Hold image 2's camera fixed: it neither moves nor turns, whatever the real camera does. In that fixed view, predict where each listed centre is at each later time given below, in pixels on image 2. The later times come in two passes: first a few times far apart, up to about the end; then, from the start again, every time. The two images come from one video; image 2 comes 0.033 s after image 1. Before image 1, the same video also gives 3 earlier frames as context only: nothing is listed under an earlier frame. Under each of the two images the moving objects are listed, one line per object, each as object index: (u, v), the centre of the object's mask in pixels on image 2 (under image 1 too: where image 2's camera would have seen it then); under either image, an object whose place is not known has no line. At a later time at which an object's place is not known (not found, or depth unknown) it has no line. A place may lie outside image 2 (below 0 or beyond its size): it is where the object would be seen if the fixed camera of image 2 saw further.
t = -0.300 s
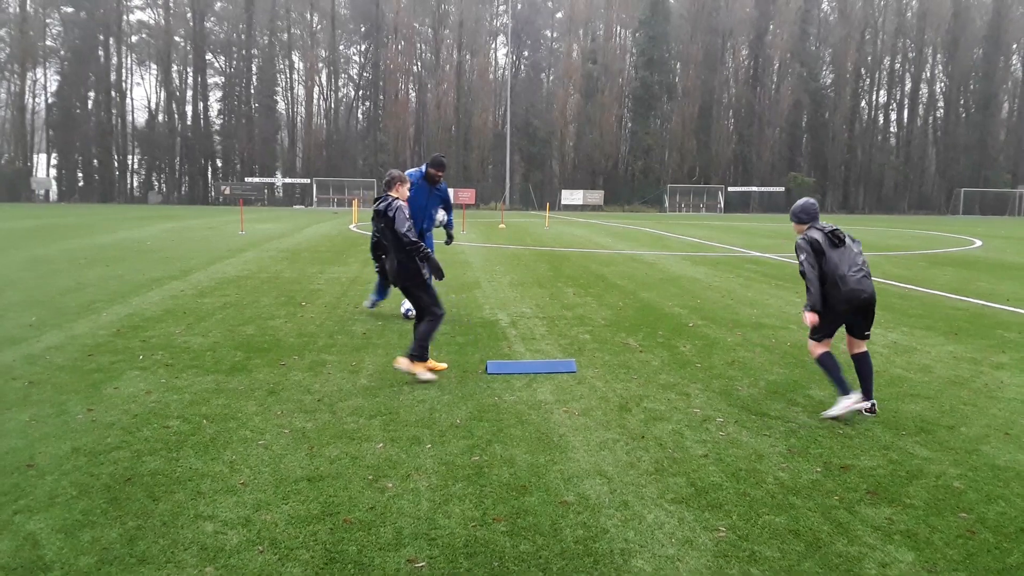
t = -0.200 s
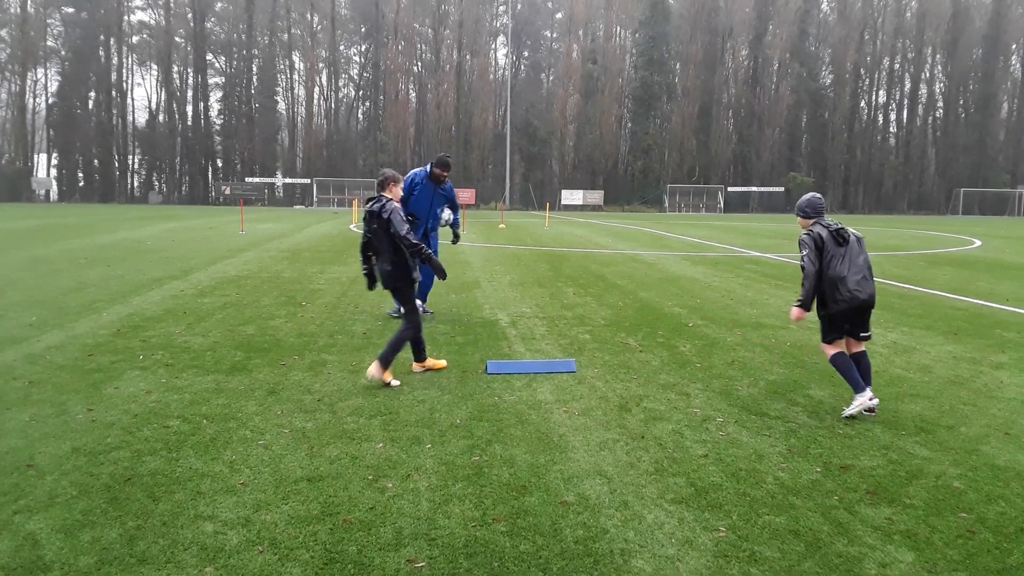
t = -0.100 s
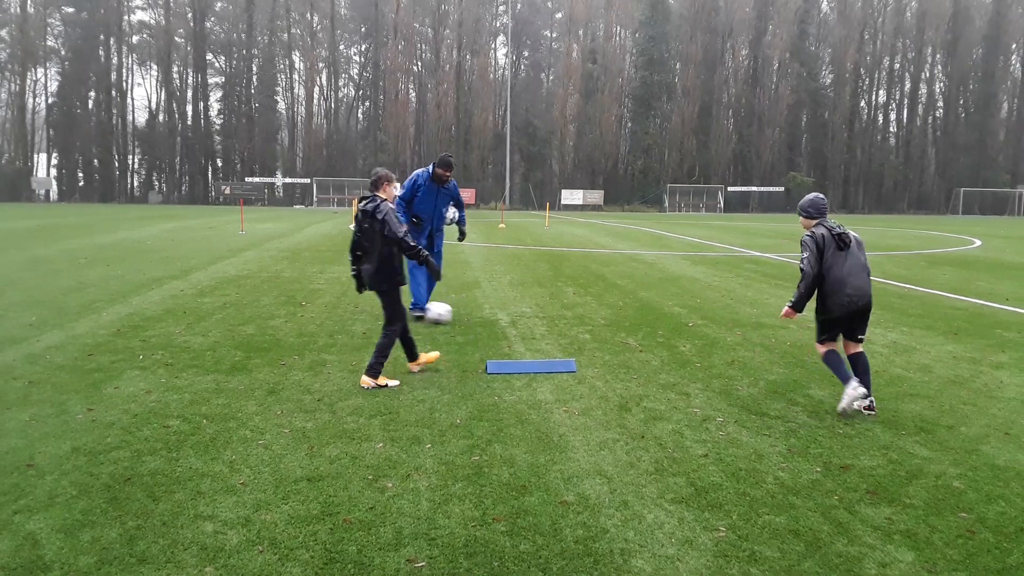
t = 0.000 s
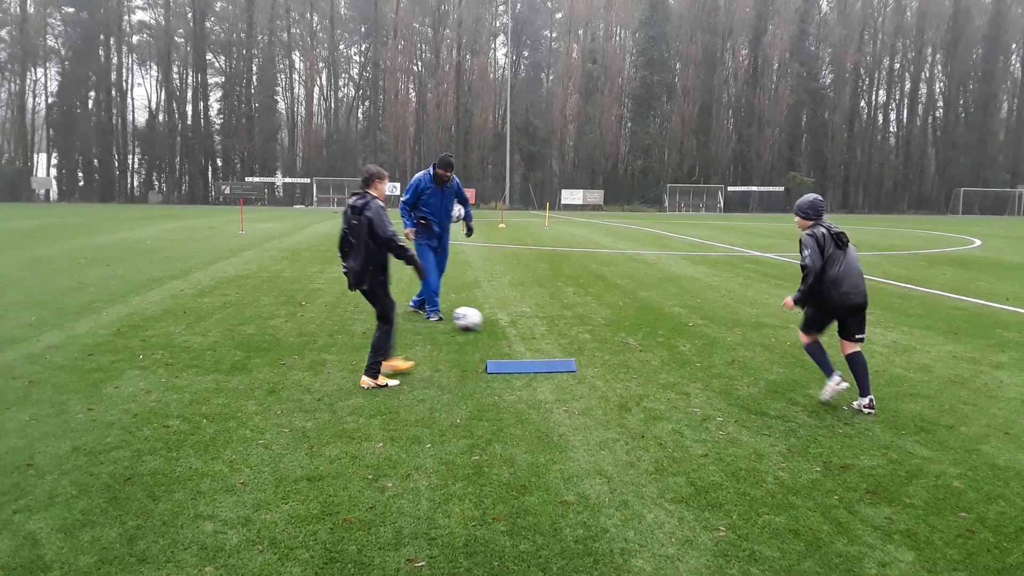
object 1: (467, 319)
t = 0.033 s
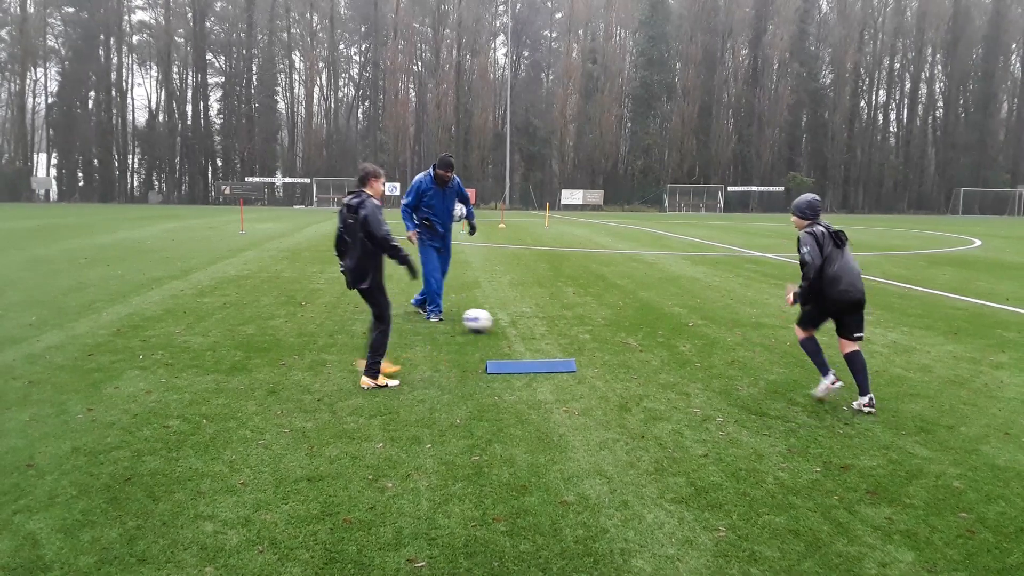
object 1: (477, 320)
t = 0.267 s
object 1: (544, 334)
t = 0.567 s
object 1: (621, 350)
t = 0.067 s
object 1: (487, 322)
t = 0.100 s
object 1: (497, 325)
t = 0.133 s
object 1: (506, 326)
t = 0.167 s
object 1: (516, 328)
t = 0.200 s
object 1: (525, 330)
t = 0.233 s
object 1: (534, 332)
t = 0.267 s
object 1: (544, 334)
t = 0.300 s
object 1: (552, 335)
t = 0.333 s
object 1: (562, 337)
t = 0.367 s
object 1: (571, 340)
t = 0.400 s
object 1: (580, 341)
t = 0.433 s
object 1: (588, 343)
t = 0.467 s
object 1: (596, 344)
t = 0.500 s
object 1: (604, 346)
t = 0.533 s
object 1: (612, 348)
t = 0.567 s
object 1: (621, 350)
